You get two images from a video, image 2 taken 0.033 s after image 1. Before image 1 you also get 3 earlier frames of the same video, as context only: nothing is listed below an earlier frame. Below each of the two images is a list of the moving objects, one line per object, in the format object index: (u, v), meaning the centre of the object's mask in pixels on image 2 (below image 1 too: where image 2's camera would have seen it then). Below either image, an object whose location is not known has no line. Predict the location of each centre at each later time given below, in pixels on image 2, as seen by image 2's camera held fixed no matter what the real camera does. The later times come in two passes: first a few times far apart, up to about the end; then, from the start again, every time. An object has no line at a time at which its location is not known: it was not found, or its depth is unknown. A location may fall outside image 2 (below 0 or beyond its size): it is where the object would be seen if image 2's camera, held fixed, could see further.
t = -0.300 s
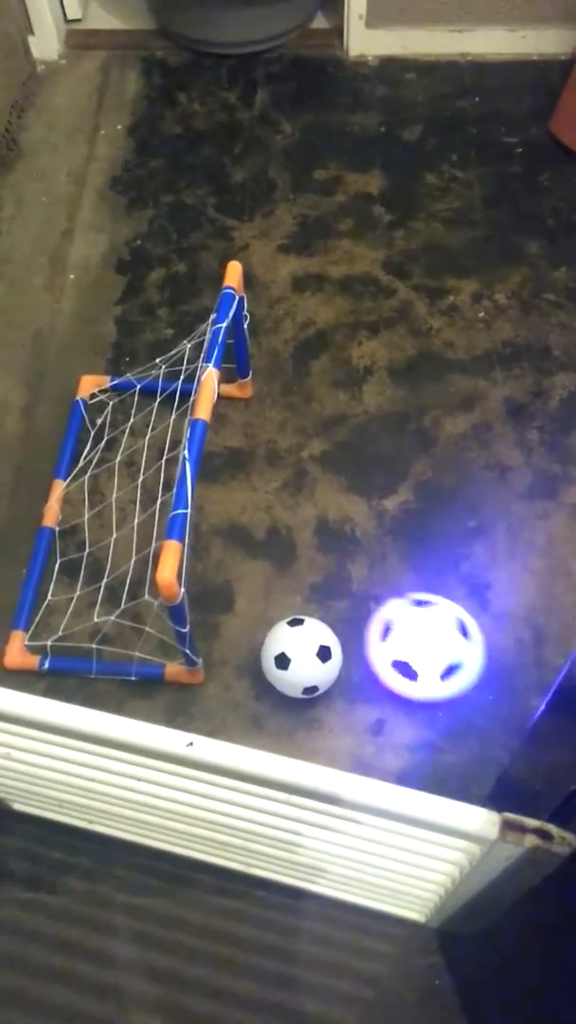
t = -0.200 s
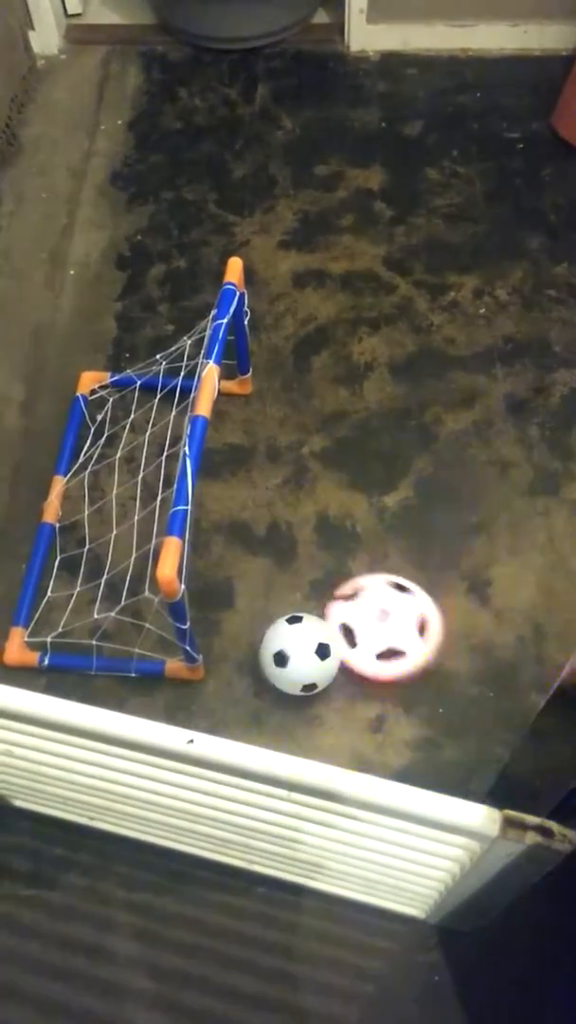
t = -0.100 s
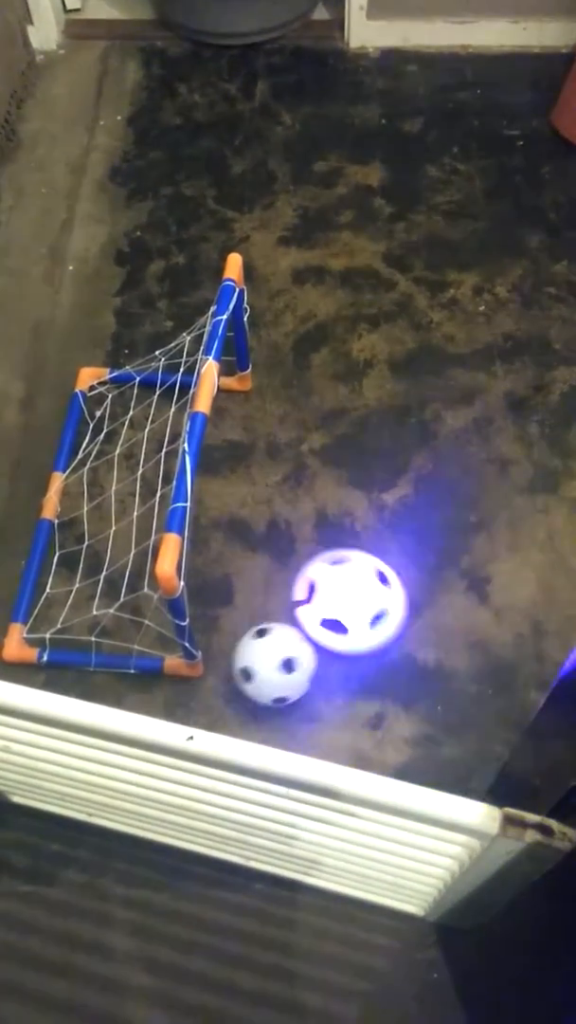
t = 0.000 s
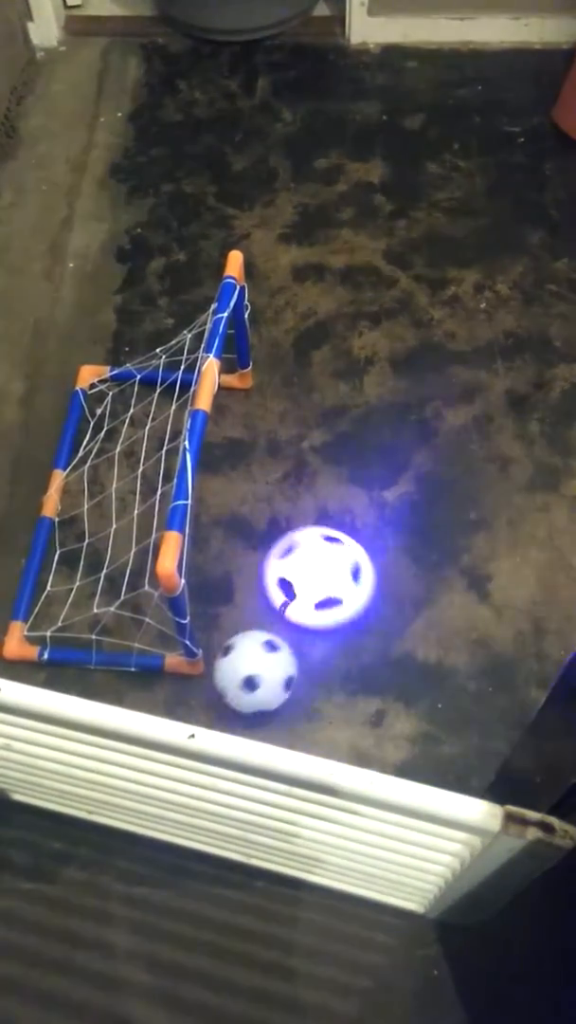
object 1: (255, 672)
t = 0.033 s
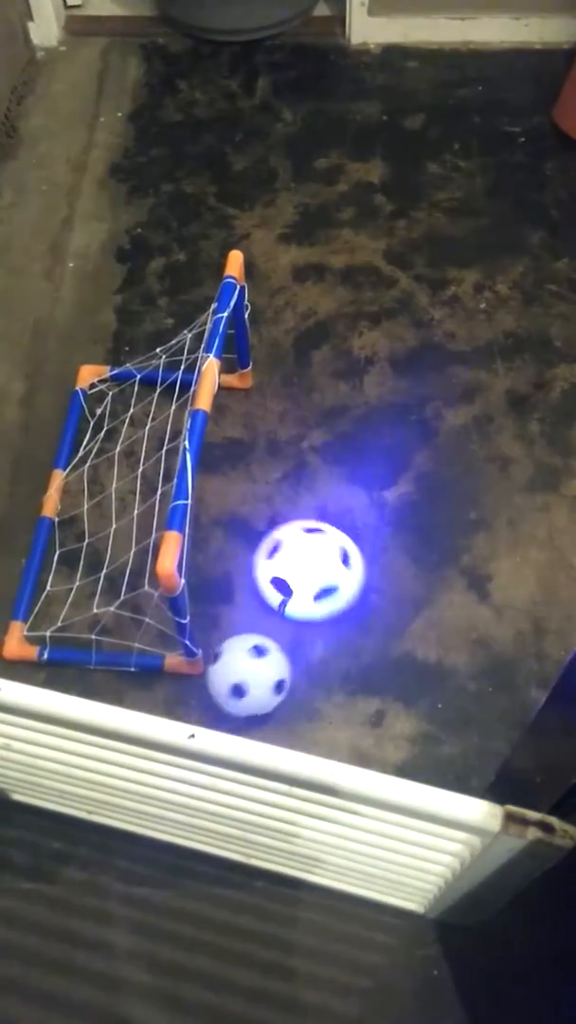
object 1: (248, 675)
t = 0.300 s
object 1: (209, 696)
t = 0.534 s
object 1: (190, 705)
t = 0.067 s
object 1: (242, 679)
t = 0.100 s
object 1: (236, 683)
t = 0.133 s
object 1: (230, 686)
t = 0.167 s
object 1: (224, 689)
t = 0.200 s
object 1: (219, 691)
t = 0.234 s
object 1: (216, 693)
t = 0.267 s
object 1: (213, 695)
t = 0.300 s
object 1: (209, 696)
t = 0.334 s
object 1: (206, 698)
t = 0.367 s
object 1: (203, 699)
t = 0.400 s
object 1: (200, 700)
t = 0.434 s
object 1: (198, 701)
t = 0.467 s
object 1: (195, 702)
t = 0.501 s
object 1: (192, 704)
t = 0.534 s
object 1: (190, 705)
